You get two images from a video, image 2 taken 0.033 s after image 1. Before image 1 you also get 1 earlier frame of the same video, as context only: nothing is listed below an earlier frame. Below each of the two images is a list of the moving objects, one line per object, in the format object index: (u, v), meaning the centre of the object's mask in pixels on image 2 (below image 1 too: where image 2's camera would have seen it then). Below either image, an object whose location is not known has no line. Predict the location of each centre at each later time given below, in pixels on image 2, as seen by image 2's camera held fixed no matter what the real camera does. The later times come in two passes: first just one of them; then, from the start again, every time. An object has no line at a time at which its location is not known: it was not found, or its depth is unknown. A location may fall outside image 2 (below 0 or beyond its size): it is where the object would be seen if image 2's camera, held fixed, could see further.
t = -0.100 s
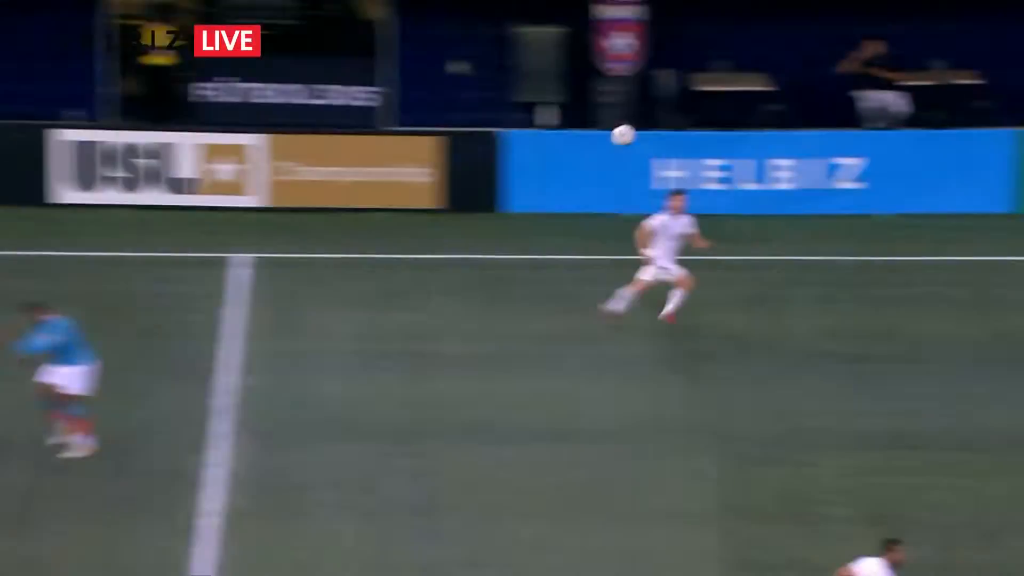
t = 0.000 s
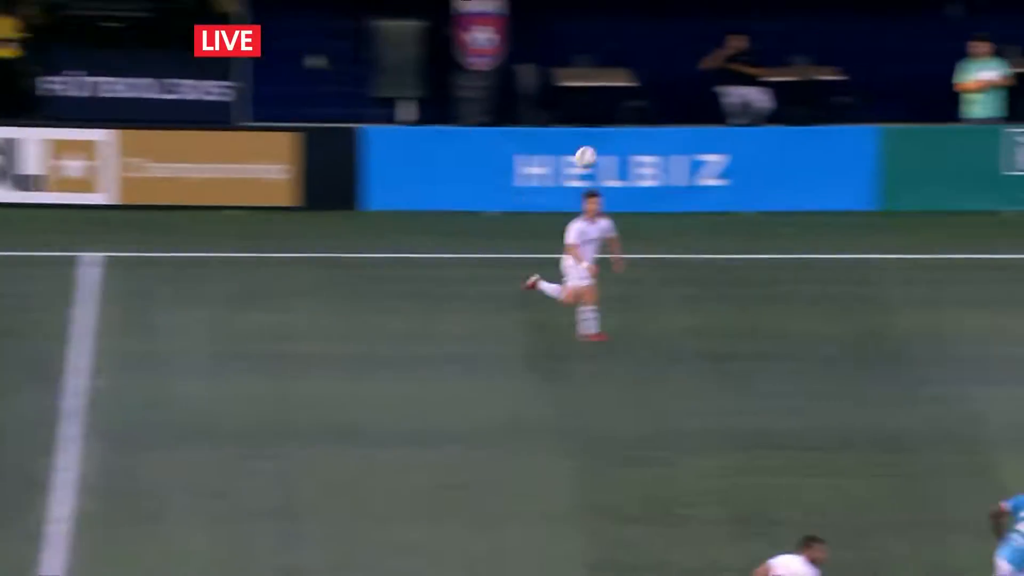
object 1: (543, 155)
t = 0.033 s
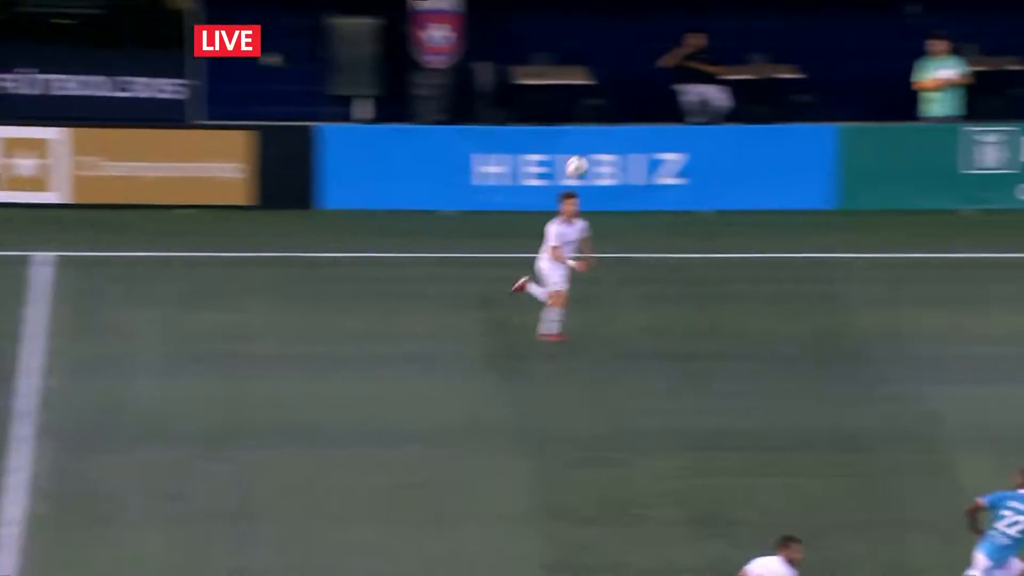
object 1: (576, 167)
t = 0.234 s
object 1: (774, 251)
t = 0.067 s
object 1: (609, 179)
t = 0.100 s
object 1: (643, 192)
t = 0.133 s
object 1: (676, 206)
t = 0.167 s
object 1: (709, 220)
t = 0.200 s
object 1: (741, 235)
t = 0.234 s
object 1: (774, 251)
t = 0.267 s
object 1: (806, 269)
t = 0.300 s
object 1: (839, 287)
